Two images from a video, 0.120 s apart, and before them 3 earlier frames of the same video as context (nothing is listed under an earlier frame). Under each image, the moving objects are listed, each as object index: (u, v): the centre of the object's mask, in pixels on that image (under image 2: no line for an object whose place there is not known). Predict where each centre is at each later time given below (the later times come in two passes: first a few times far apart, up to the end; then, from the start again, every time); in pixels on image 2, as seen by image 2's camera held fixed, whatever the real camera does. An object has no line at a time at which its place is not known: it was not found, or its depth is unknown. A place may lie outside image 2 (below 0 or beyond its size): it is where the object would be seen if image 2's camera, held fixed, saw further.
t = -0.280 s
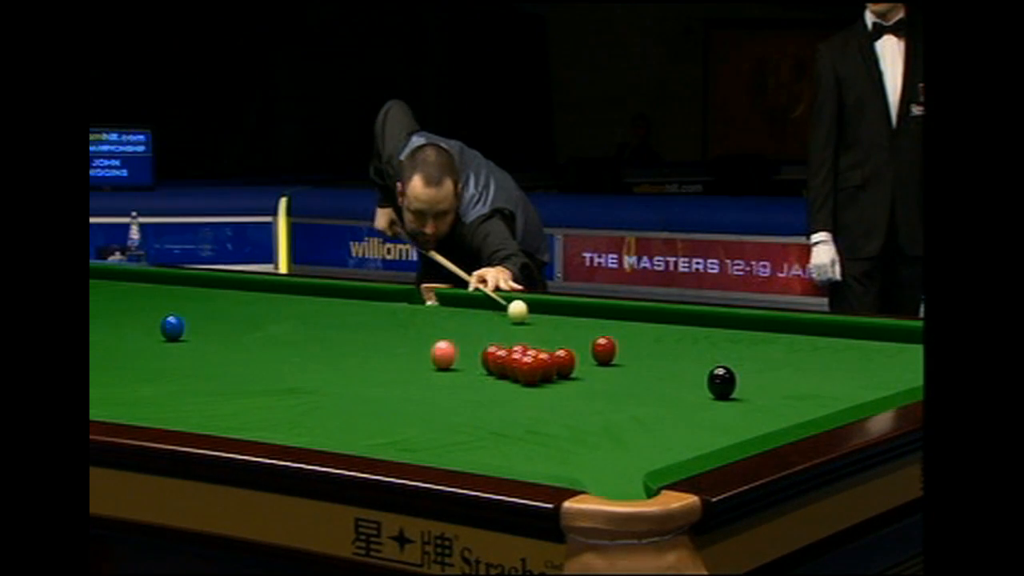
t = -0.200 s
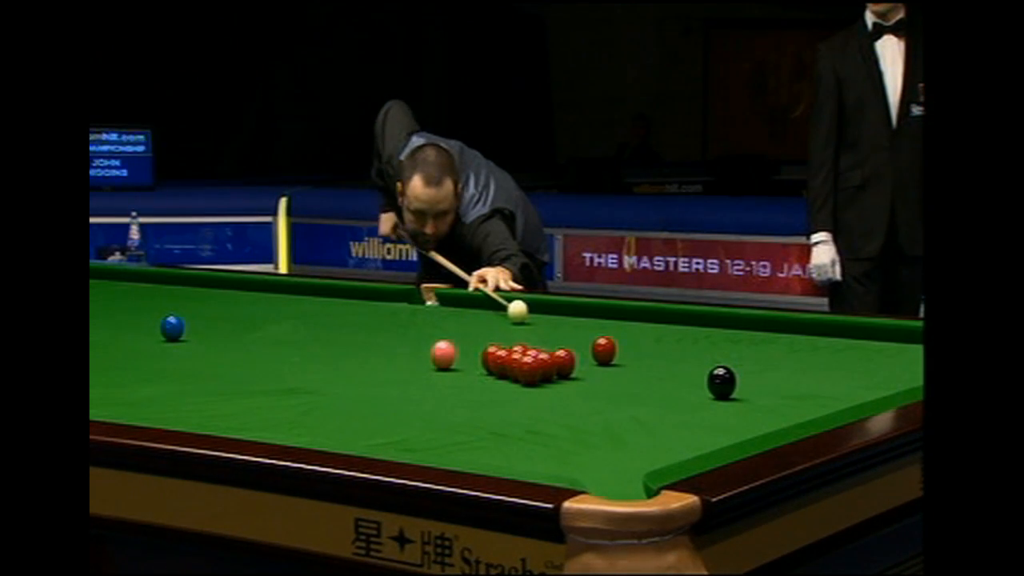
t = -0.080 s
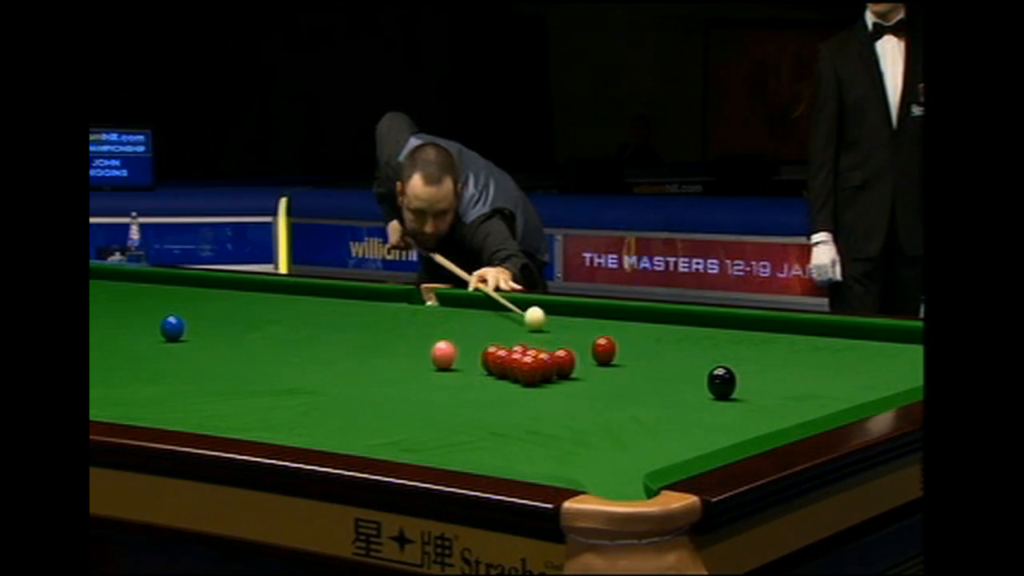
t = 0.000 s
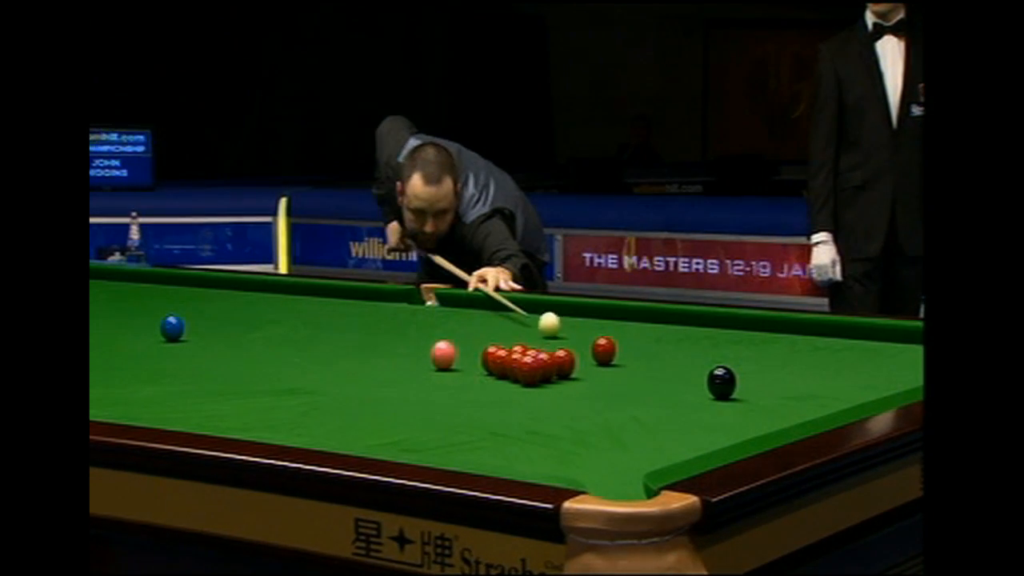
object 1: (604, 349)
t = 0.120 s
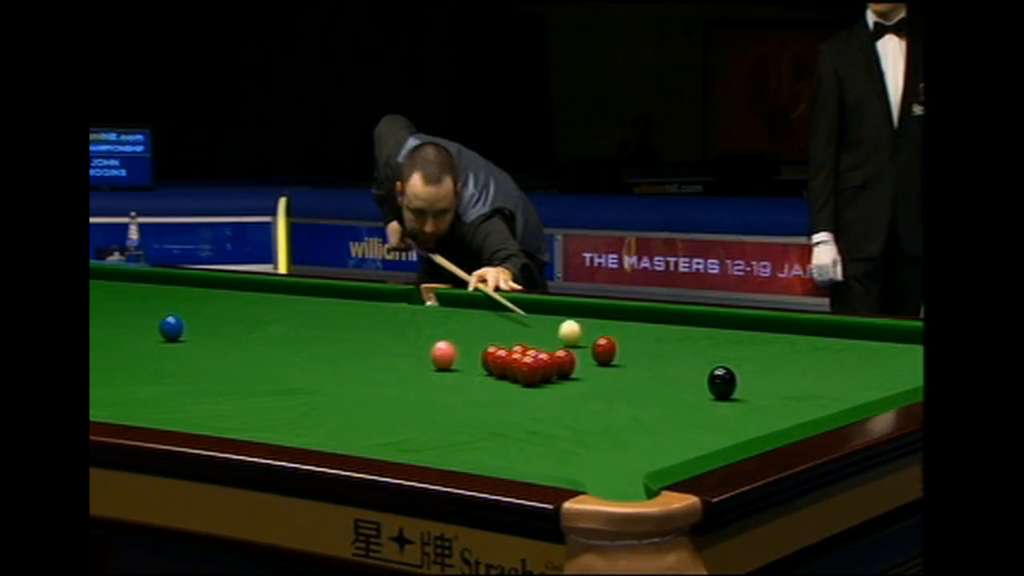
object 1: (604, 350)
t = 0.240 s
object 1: (605, 350)
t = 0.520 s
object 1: (604, 364)
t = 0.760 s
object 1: (603, 378)
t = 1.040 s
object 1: (604, 395)
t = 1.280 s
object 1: (604, 411)
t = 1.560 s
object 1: (605, 431)
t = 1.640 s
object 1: (606, 437)
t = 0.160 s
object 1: (604, 349)
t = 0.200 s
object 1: (605, 350)
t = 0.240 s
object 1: (605, 350)
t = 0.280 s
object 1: (605, 350)
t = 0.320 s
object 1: (604, 351)
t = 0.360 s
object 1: (604, 354)
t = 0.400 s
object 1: (604, 357)
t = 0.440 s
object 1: (604, 359)
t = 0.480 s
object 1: (604, 362)
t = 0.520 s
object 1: (604, 364)
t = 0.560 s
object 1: (604, 367)
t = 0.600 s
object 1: (604, 369)
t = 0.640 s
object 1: (604, 371)
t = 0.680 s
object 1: (604, 373)
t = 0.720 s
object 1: (604, 375)
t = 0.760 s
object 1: (603, 378)
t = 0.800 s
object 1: (603, 380)
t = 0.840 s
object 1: (604, 383)
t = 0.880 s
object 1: (604, 385)
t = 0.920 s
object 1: (604, 387)
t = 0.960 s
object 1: (604, 390)
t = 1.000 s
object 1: (604, 392)
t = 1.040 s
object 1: (604, 395)
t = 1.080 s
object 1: (604, 398)
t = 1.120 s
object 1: (604, 400)
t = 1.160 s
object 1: (604, 402)
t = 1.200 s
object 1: (604, 405)
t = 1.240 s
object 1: (604, 408)
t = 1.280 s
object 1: (604, 411)
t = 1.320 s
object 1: (604, 414)
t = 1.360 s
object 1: (604, 416)
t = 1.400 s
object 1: (604, 419)
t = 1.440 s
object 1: (605, 422)
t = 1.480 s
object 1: (605, 425)
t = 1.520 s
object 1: (605, 428)
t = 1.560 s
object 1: (605, 431)
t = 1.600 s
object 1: (605, 434)
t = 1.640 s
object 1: (606, 437)
